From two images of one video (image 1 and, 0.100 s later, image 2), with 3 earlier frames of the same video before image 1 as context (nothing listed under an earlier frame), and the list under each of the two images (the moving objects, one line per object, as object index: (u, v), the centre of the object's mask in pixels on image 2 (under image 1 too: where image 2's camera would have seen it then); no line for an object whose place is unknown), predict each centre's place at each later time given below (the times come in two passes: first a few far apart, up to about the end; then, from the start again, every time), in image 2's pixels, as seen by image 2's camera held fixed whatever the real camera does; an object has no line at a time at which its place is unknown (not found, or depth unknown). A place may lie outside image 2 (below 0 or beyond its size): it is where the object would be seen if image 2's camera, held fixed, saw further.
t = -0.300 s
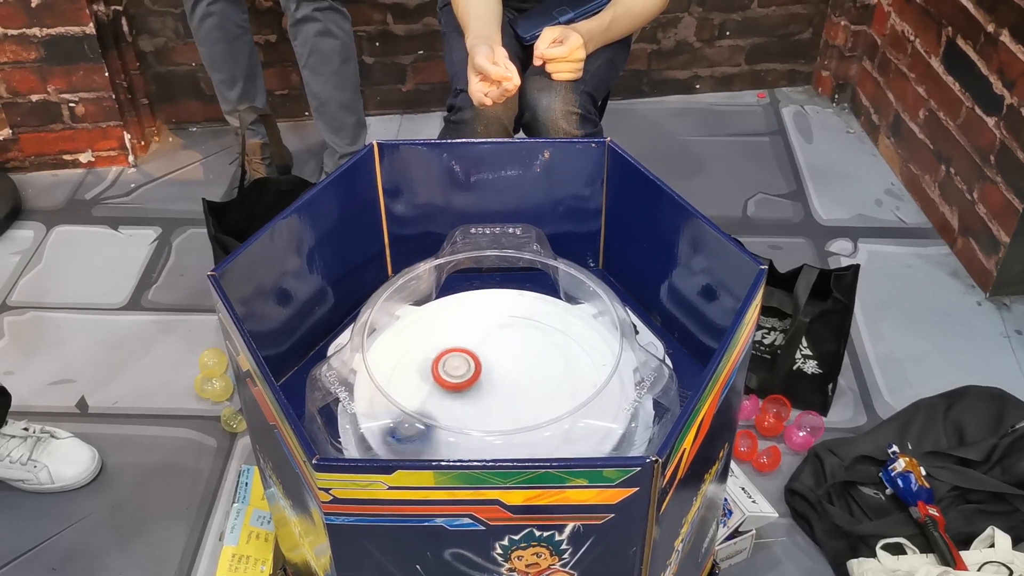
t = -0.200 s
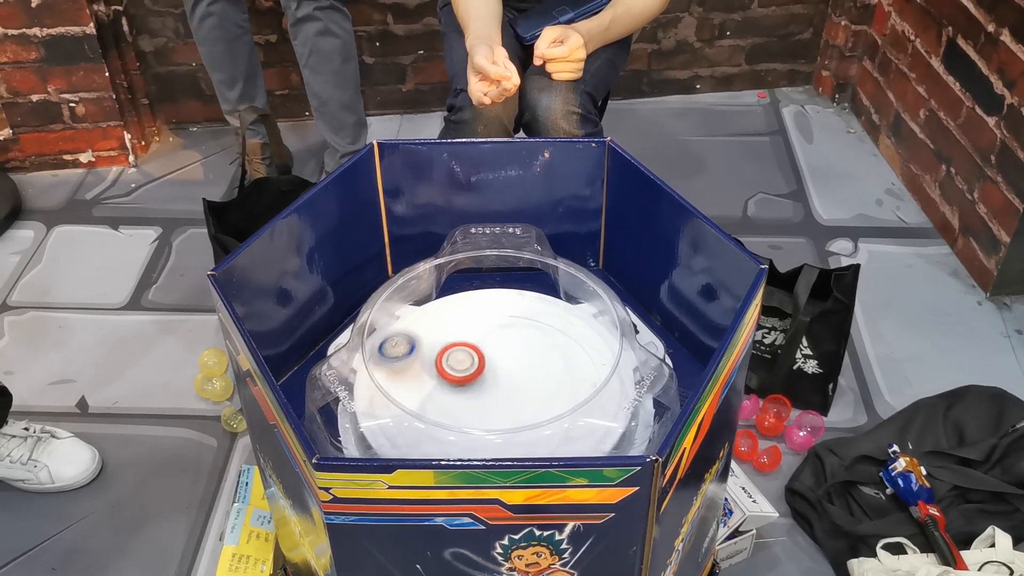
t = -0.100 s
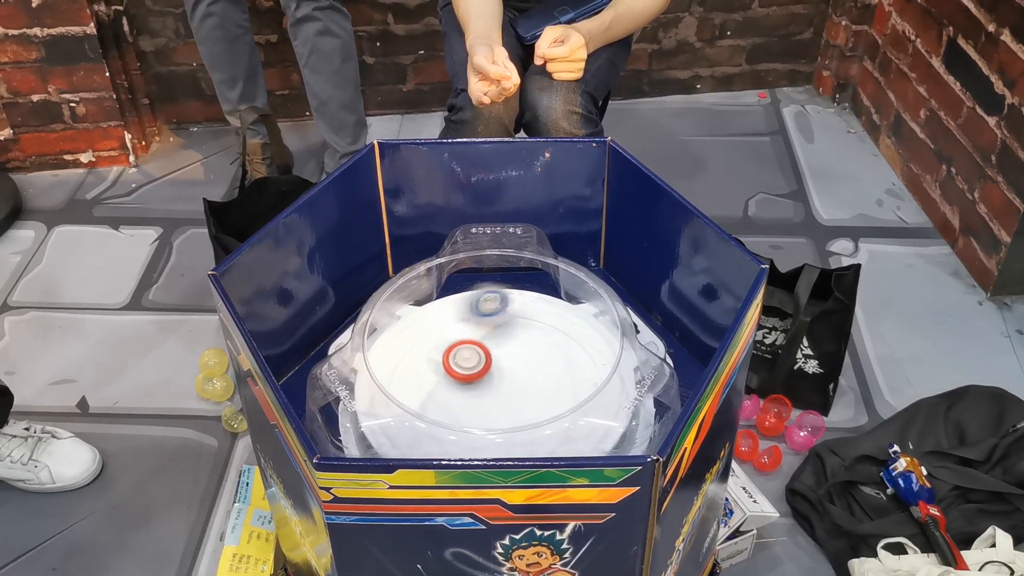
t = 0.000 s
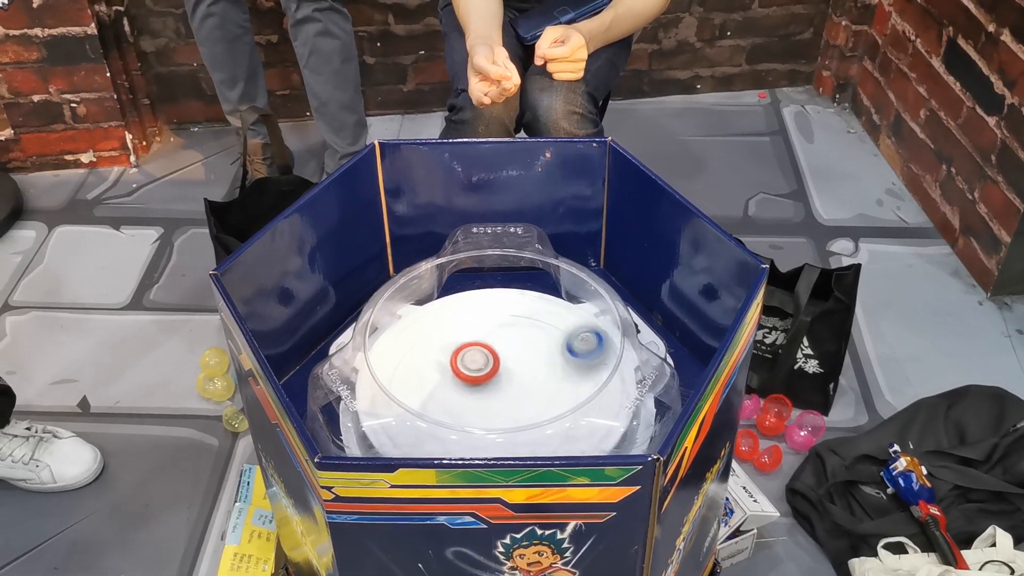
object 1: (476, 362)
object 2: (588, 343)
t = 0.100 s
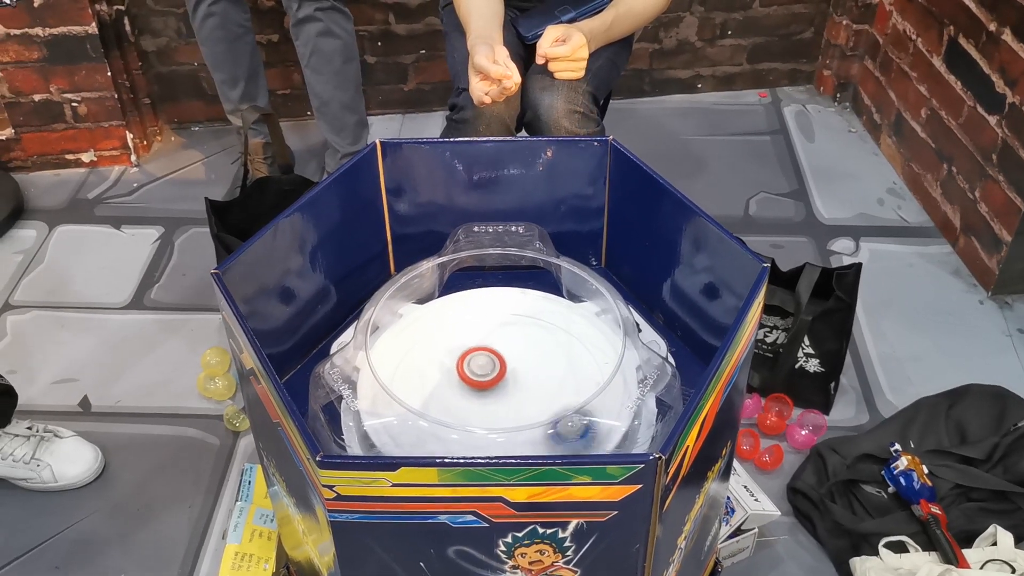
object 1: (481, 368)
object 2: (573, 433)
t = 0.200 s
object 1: (482, 376)
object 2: (458, 446)
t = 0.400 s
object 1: (473, 390)
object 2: (437, 316)
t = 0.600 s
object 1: (462, 393)
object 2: (602, 376)
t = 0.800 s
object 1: (463, 390)
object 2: (439, 442)
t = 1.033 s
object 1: (470, 392)
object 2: (471, 306)
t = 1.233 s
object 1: (473, 398)
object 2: (602, 388)
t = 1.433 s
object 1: (476, 405)
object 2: (437, 442)
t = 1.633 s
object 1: (476, 407)
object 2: (439, 317)
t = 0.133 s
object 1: (482, 370)
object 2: (539, 444)
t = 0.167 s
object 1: (482, 373)
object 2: (498, 447)
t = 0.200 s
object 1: (482, 376)
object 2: (458, 446)
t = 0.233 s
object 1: (482, 379)
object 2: (420, 438)
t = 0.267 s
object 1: (480, 381)
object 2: (397, 417)
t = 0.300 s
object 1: (479, 384)
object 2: (389, 385)
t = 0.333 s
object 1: (477, 386)
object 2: (395, 359)
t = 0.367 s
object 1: (475, 388)
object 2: (411, 334)
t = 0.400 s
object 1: (473, 390)
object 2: (437, 316)
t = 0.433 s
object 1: (470, 391)
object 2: (469, 304)
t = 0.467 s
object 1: (468, 392)
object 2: (506, 303)
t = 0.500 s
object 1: (466, 393)
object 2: (541, 311)
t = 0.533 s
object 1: (465, 393)
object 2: (571, 325)
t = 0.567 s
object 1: (463, 393)
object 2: (592, 347)
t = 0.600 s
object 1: (462, 393)
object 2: (602, 376)
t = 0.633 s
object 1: (461, 393)
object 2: (597, 406)
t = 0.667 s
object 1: (461, 392)
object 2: (577, 427)
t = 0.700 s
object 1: (460, 392)
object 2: (546, 442)
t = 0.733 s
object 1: (461, 391)
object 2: (507, 447)
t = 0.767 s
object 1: (462, 390)
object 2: (475, 447)
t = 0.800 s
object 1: (463, 390)
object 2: (439, 442)
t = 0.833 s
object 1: (464, 390)
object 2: (408, 429)
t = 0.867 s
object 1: (465, 390)
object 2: (396, 402)
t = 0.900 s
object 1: (466, 390)
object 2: (391, 378)
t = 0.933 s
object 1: (467, 390)
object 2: (398, 352)
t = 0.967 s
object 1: (468, 391)
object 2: (417, 332)
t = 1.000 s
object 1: (469, 391)
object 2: (442, 315)
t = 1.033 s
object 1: (470, 392)
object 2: (471, 306)
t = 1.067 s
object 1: (471, 392)
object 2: (508, 303)
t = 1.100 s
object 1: (472, 393)
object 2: (540, 309)
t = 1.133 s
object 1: (472, 394)
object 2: (567, 323)
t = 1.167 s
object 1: (472, 396)
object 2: (589, 342)
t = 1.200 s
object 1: (473, 397)
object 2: (598, 362)
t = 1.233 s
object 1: (473, 398)
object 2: (602, 388)
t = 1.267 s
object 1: (473, 399)
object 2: (592, 414)
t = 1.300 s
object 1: (473, 400)
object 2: (571, 436)
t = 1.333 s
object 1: (474, 401)
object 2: (541, 443)
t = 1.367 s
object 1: (475, 402)
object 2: (507, 447)
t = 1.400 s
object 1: (476, 403)
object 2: (472, 448)
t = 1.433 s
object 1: (476, 405)
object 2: (437, 442)
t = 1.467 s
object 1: (477, 406)
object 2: (411, 430)
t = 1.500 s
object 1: (477, 407)
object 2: (397, 401)
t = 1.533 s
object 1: (477, 407)
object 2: (394, 376)
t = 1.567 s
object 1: (477, 407)
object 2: (400, 352)
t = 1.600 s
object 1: (476, 408)
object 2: (416, 332)
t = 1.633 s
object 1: (476, 407)
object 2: (439, 317)
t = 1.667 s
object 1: (475, 407)
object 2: (468, 306)
